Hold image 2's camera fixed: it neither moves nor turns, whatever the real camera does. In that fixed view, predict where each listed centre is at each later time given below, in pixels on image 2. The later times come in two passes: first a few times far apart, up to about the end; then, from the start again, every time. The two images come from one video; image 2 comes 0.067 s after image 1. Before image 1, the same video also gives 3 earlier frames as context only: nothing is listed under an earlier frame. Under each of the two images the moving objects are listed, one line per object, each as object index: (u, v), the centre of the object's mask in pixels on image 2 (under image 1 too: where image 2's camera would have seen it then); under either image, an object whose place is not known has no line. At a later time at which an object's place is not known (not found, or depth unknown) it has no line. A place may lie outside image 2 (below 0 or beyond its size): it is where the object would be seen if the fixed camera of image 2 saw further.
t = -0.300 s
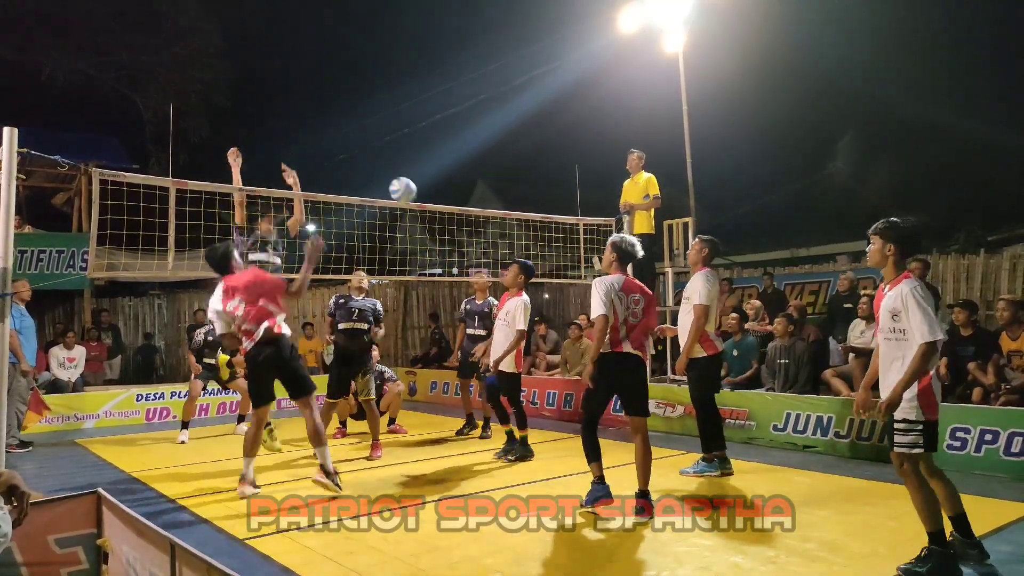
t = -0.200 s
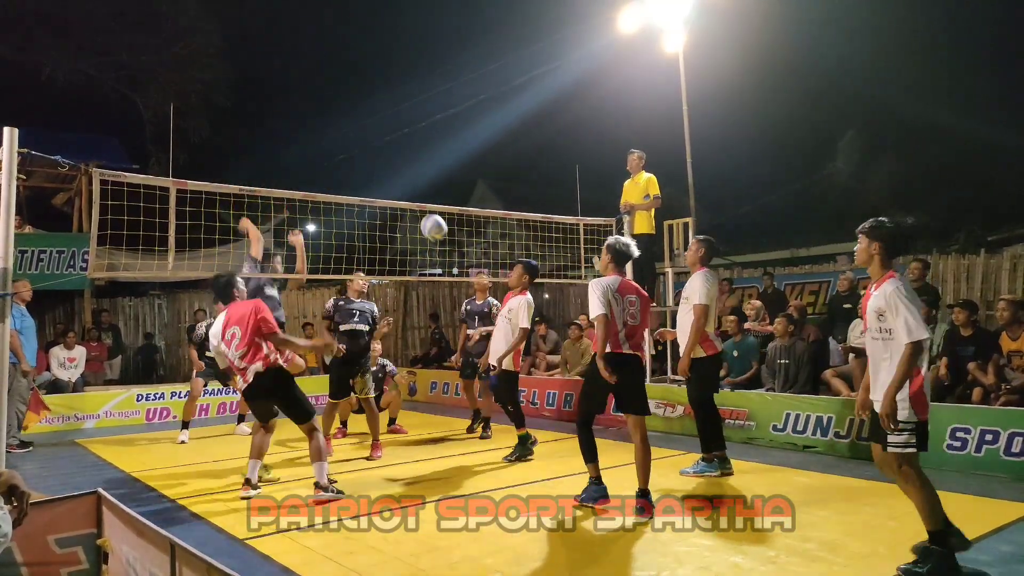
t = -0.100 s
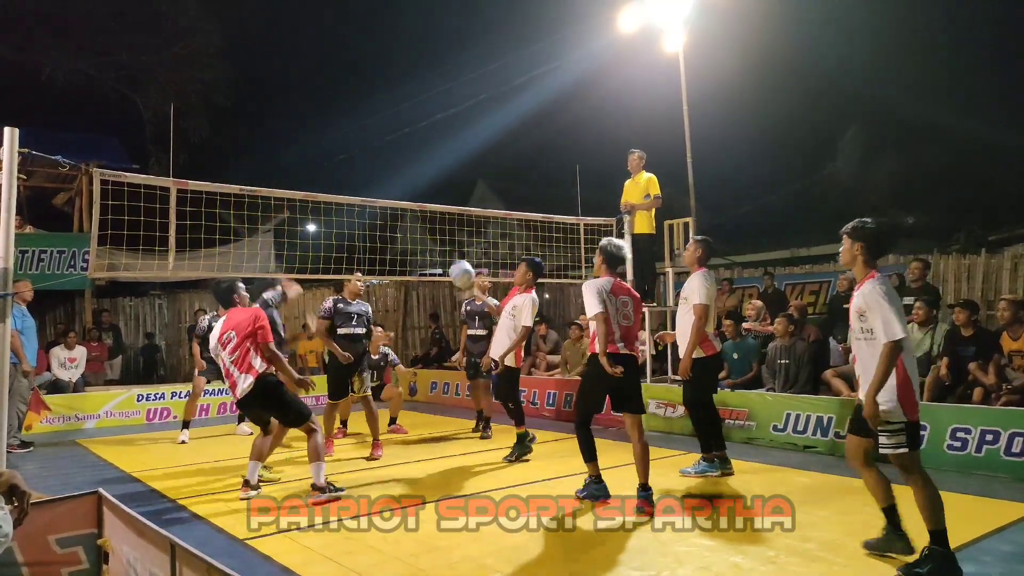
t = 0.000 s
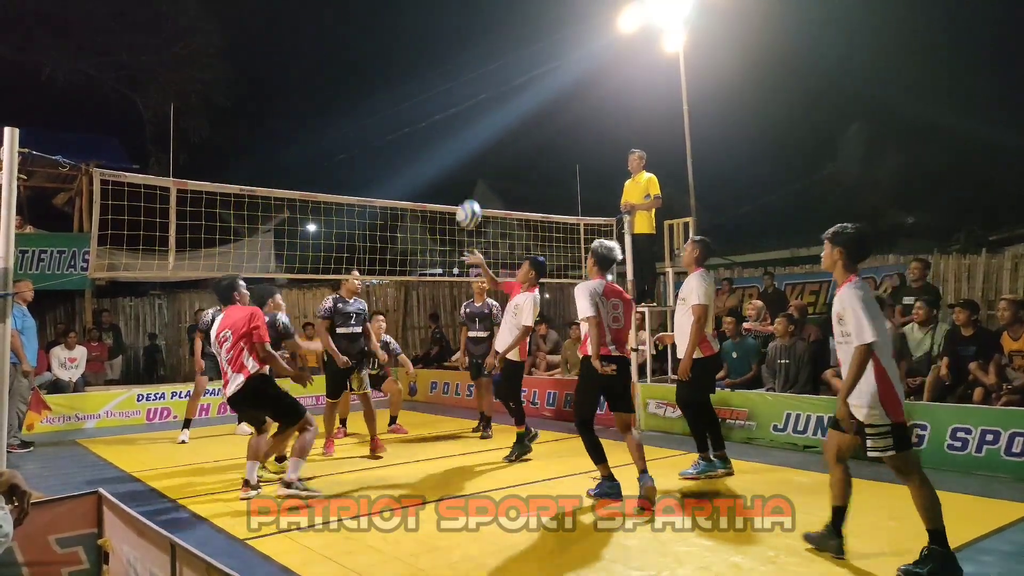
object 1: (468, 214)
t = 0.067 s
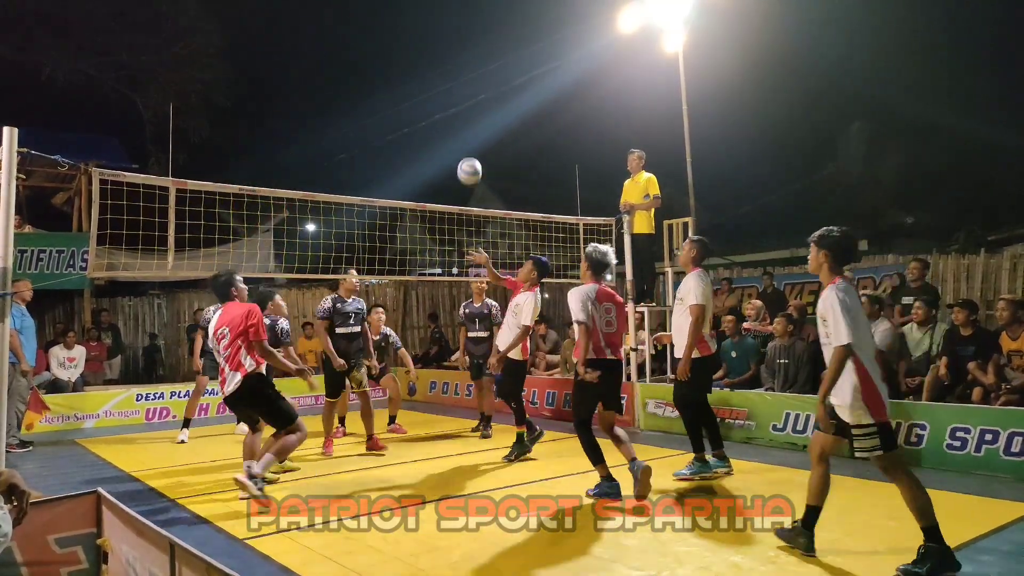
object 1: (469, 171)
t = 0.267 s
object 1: (474, 73)
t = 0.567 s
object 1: (486, 9)
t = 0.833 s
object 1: (501, 33)
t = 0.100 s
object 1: (469, 153)
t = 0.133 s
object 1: (470, 135)
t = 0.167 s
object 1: (470, 117)
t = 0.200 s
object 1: (471, 101)
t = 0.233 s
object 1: (472, 87)
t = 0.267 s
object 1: (474, 73)
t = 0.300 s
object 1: (475, 60)
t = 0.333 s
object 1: (477, 49)
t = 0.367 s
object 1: (478, 40)
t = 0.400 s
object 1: (479, 31)
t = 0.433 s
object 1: (480, 23)
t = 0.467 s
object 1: (481, 17)
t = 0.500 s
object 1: (483, 12)
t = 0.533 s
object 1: (484, 10)
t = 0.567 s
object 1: (486, 9)
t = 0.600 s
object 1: (489, 8)
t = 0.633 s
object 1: (491, 8)
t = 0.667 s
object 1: (492, 9)
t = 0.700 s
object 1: (494, 10)
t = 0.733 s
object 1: (495, 13)
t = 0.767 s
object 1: (496, 17)
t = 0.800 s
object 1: (498, 25)
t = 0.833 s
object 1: (501, 33)
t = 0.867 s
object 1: (503, 43)
